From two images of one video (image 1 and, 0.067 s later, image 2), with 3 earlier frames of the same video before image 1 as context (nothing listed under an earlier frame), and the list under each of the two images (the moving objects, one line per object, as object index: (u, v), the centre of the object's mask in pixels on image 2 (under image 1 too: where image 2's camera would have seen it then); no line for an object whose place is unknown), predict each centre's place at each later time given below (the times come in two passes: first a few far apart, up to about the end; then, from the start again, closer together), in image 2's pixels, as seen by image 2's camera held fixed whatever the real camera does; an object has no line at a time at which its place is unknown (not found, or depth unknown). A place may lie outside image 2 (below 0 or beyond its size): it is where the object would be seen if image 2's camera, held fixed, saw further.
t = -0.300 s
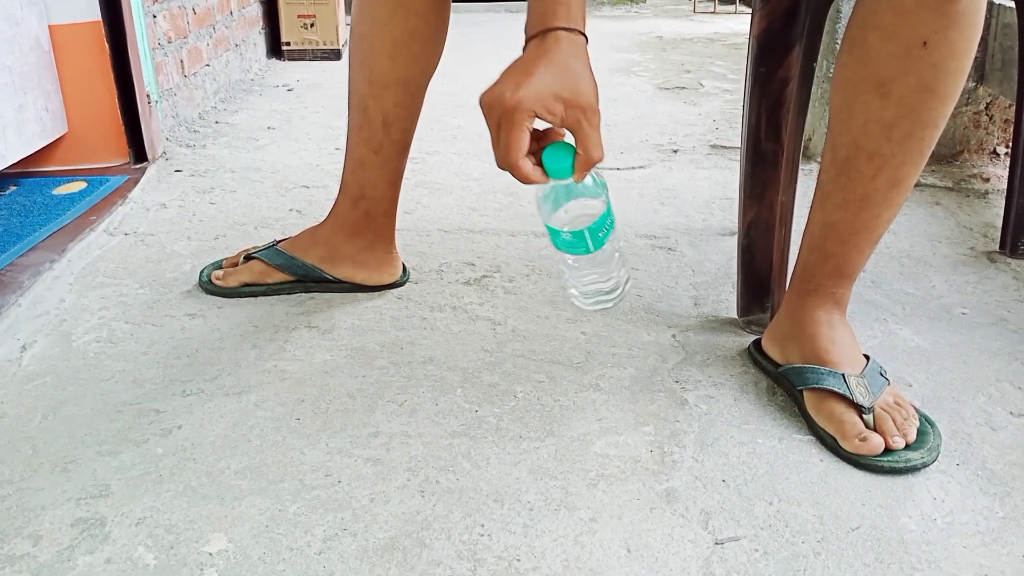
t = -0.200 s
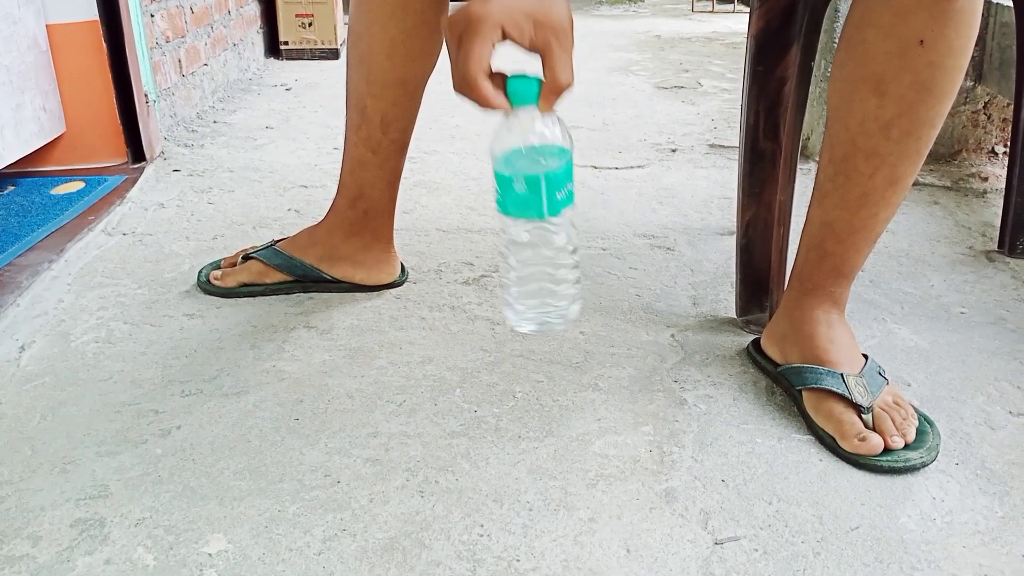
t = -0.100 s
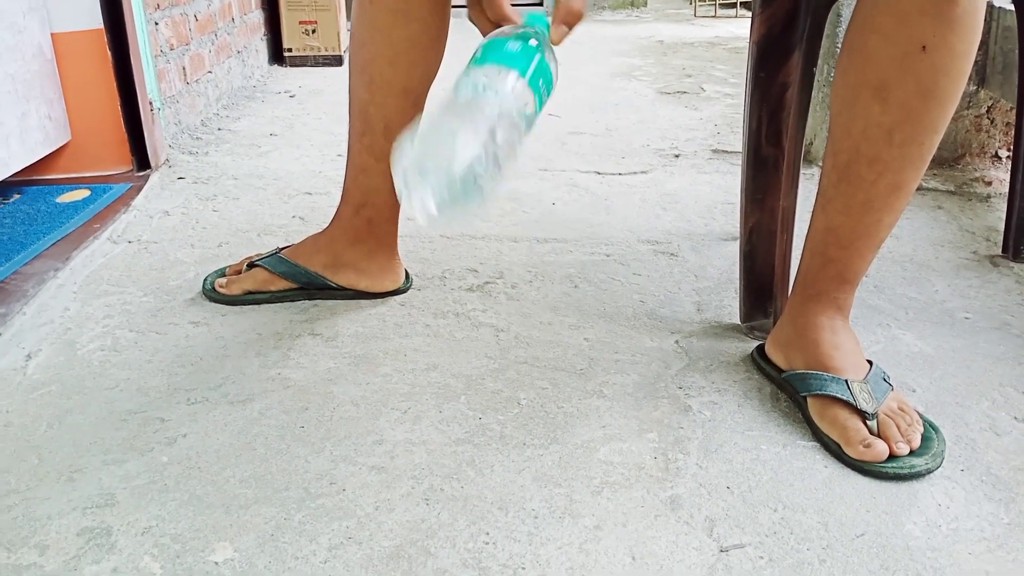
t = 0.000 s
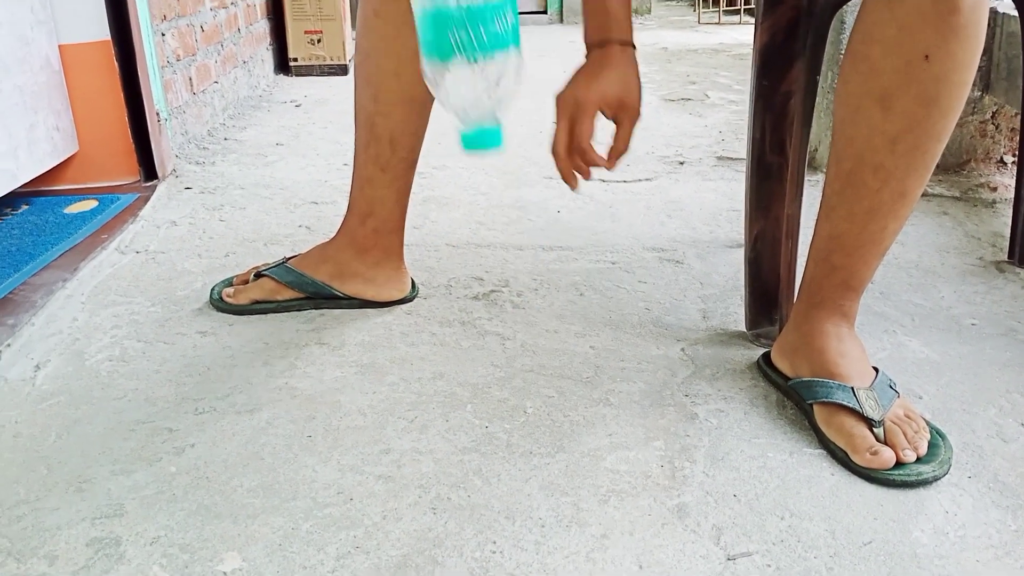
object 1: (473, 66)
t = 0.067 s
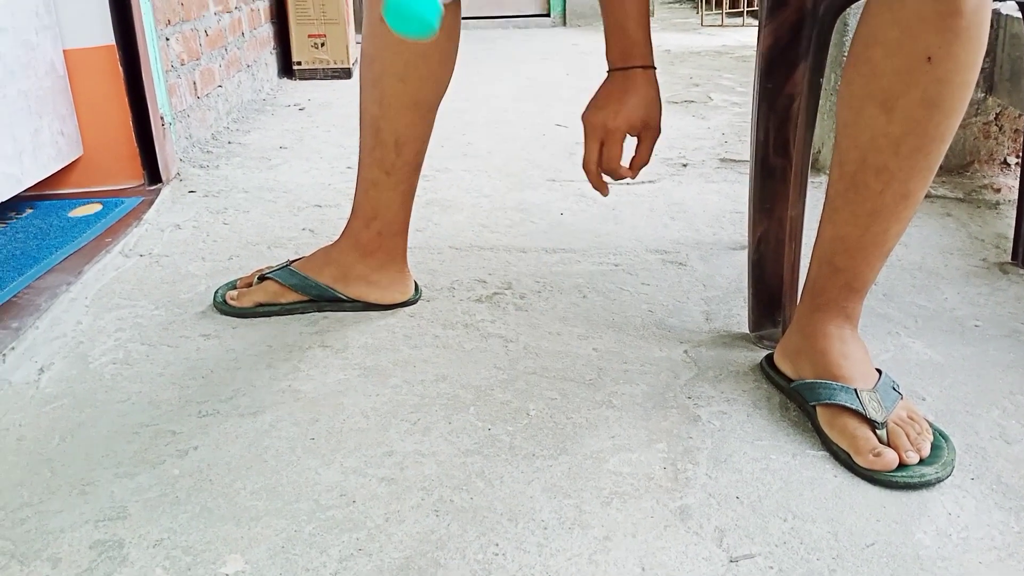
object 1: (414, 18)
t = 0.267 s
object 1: (417, 50)
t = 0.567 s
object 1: (406, 504)
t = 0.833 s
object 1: (396, 502)
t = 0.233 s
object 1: (395, 17)
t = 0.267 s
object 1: (417, 50)
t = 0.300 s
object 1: (419, 134)
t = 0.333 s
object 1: (425, 241)
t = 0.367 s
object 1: (435, 350)
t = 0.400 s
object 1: (429, 443)
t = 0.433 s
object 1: (420, 499)
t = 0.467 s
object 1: (421, 503)
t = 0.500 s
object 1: (413, 502)
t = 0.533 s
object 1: (408, 504)
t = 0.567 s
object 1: (406, 504)
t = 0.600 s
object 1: (405, 504)
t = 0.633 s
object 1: (403, 504)
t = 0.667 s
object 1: (403, 504)
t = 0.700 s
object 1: (401, 504)
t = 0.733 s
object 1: (400, 503)
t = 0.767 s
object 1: (398, 503)
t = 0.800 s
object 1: (396, 503)
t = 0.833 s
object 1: (396, 502)
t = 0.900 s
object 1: (396, 502)
